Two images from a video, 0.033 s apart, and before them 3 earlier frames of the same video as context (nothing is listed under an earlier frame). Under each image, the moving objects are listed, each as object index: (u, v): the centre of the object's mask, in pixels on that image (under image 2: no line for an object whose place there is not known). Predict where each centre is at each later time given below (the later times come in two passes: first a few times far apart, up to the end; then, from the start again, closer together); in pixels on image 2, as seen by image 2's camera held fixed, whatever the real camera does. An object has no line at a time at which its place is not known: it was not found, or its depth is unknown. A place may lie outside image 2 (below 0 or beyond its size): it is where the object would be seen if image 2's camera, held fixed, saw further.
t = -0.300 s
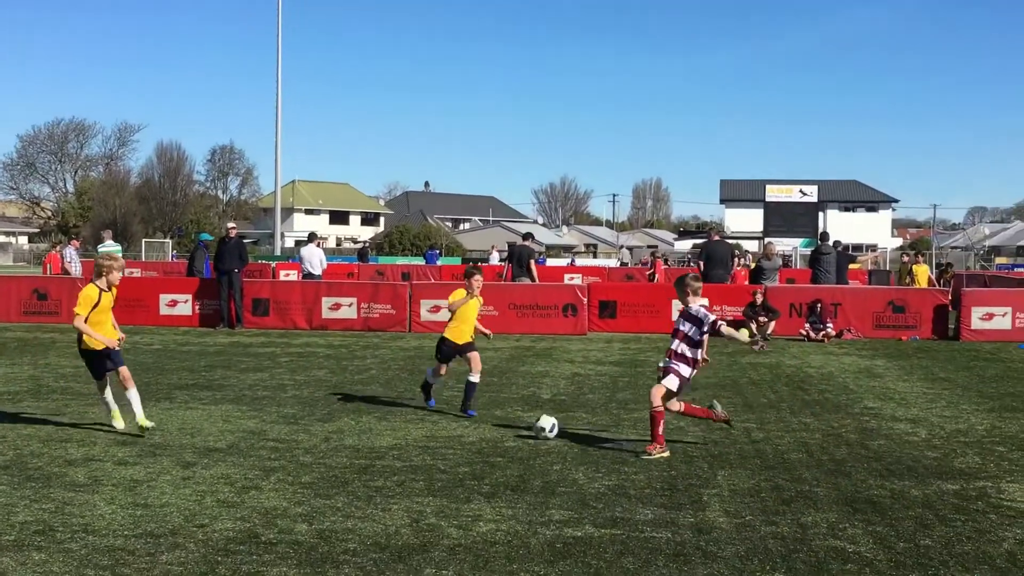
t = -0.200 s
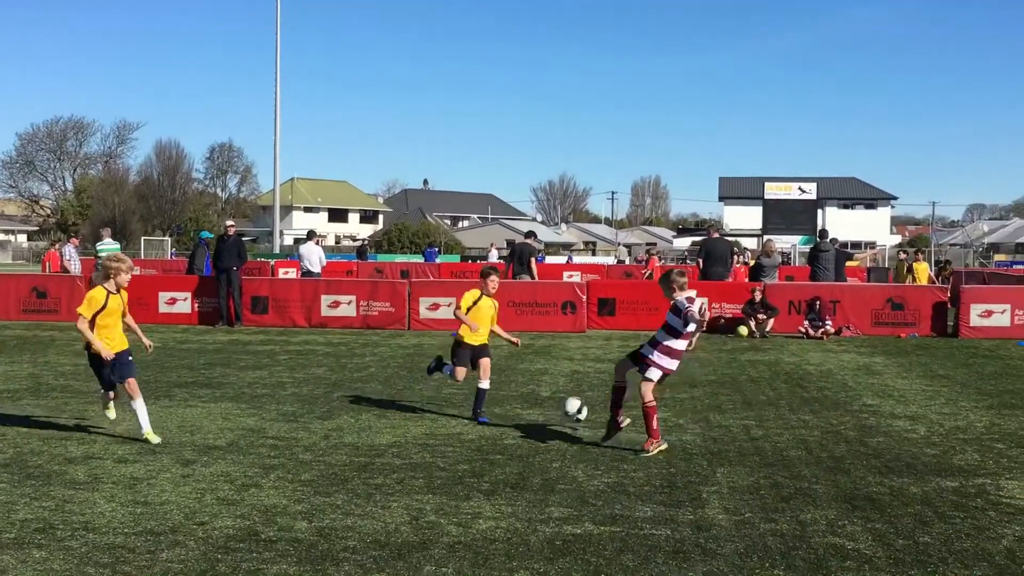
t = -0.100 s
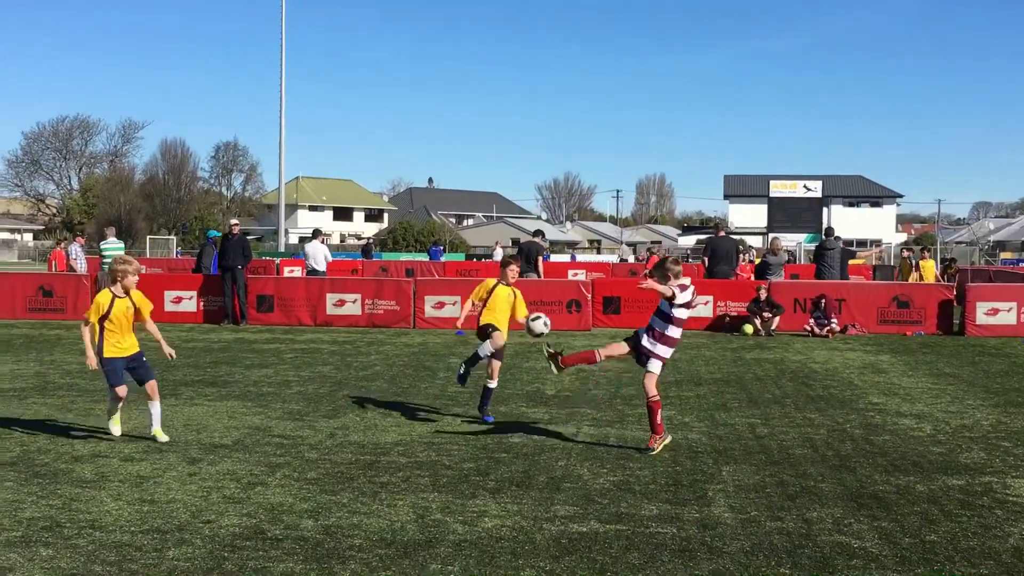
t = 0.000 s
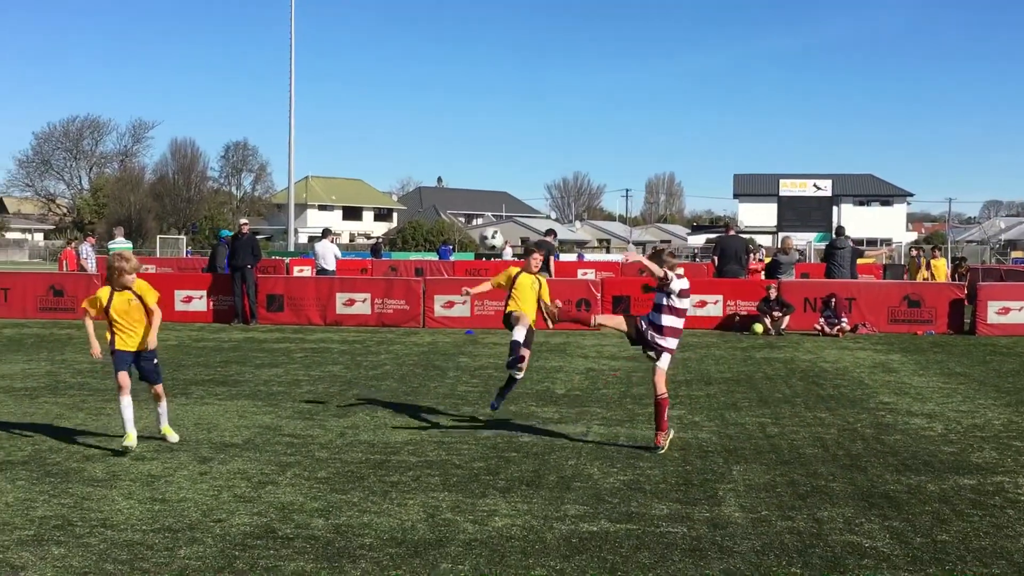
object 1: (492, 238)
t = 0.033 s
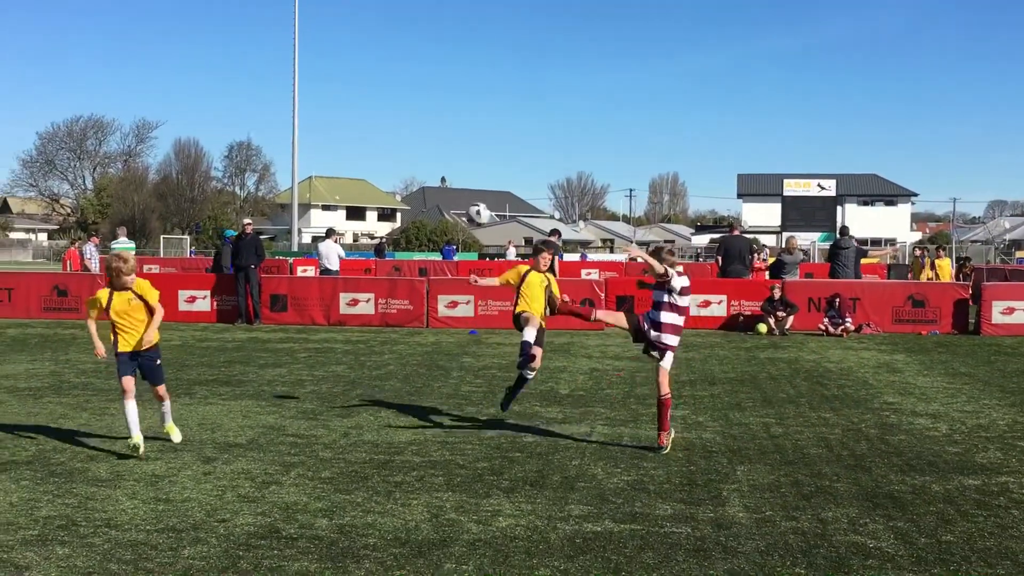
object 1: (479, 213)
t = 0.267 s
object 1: (370, 92)
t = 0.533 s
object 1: (267, 38)
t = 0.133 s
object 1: (428, 152)
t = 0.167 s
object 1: (413, 135)
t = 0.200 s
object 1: (398, 119)
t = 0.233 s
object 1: (383, 104)
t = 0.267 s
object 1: (370, 92)
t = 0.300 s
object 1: (356, 80)
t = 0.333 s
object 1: (341, 70)
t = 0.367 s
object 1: (329, 62)
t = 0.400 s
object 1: (316, 54)
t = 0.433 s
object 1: (303, 48)
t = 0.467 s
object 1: (291, 44)
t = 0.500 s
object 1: (278, 40)
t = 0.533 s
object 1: (267, 38)
